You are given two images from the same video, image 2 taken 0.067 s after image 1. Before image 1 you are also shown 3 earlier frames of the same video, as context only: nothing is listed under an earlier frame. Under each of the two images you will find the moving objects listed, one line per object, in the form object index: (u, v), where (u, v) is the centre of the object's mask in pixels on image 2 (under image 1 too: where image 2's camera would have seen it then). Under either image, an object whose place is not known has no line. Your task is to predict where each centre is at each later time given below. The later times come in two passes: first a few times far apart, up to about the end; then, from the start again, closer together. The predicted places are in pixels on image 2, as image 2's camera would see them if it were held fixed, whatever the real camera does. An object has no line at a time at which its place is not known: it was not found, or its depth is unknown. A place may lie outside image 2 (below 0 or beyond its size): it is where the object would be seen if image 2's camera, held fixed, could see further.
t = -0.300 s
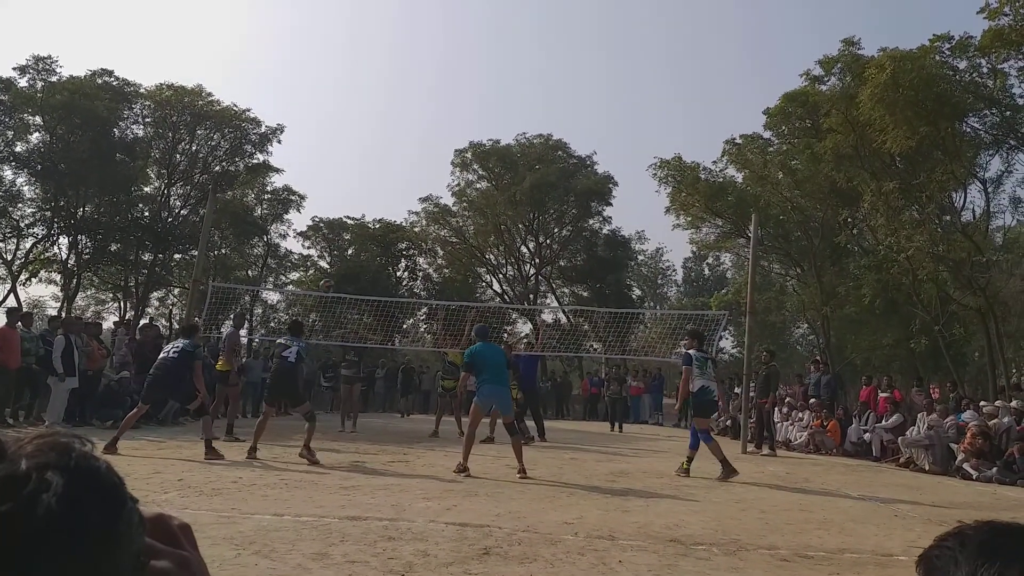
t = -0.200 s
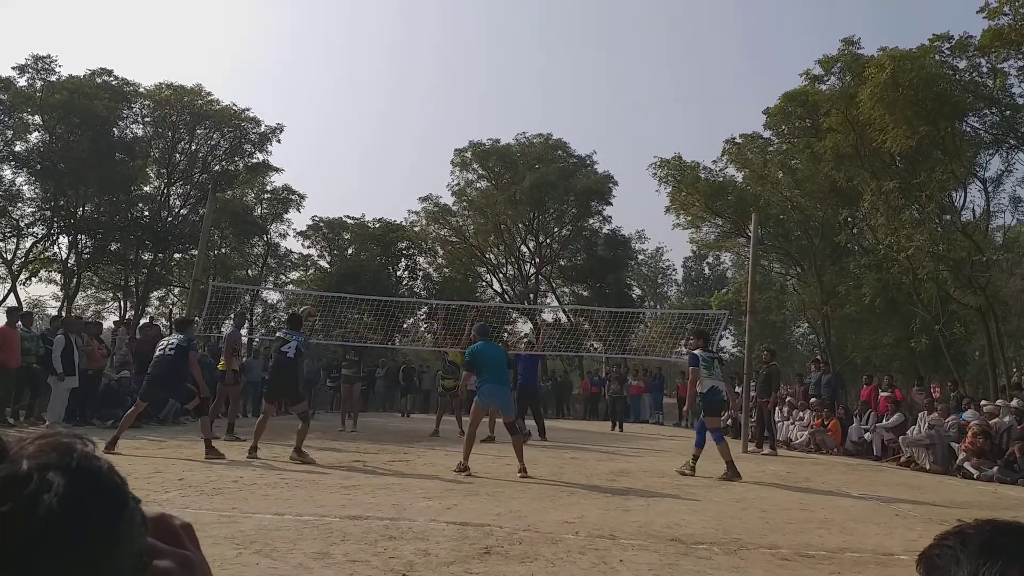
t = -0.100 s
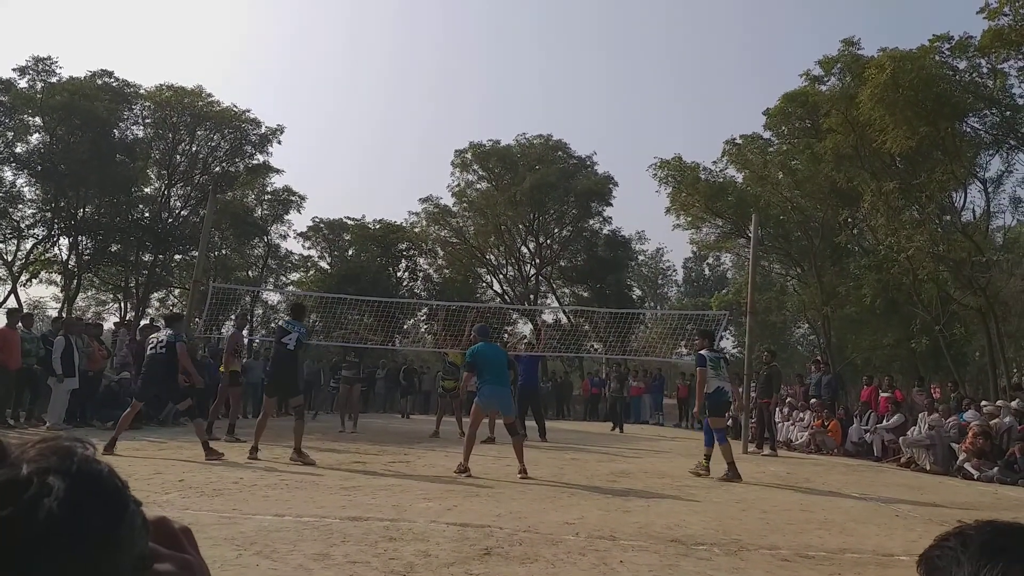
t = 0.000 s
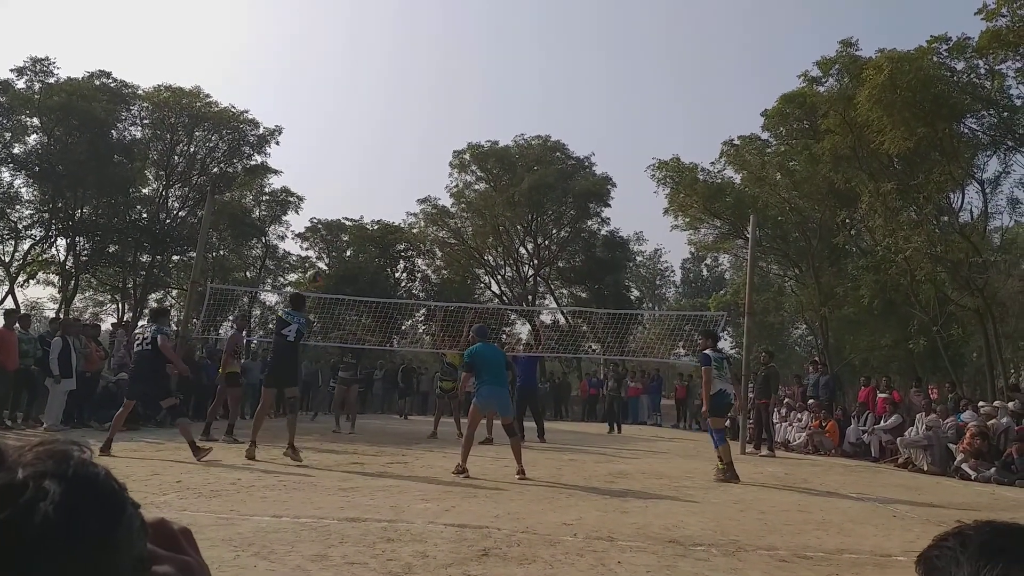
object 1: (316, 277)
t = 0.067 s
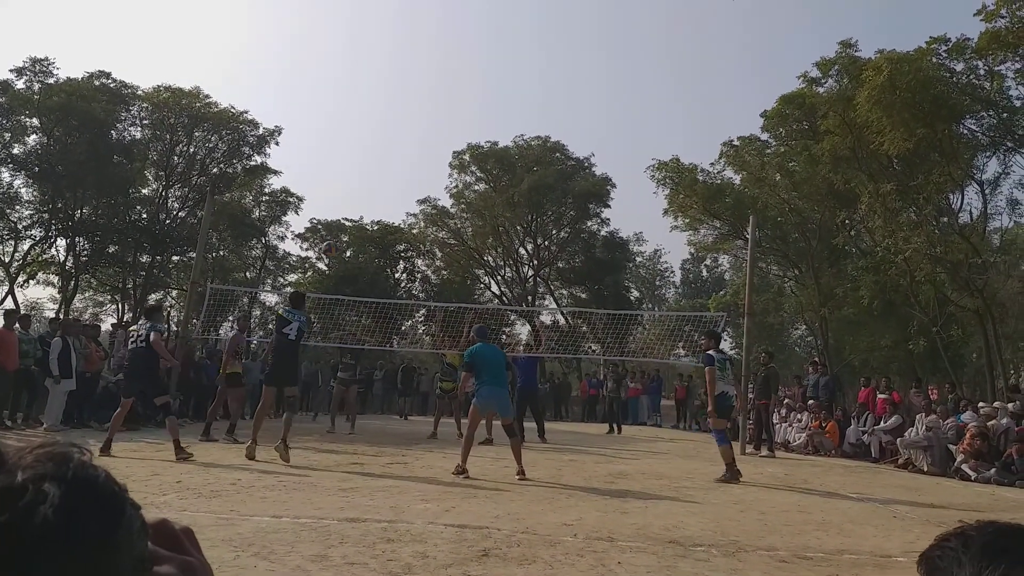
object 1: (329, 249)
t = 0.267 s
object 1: (368, 188)
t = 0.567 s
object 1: (415, 157)
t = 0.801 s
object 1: (445, 173)
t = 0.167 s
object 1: (350, 215)
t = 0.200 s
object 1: (356, 205)
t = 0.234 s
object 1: (362, 196)
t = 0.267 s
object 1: (368, 188)
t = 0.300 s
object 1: (374, 181)
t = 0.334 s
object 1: (380, 176)
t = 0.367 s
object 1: (385, 171)
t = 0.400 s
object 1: (390, 167)
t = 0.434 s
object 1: (396, 163)
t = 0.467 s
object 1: (400, 160)
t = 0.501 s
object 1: (405, 158)
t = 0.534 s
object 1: (410, 157)
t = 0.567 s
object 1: (415, 157)
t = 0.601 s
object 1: (420, 157)
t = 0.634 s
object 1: (424, 158)
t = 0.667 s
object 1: (428, 160)
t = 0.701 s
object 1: (432, 162)
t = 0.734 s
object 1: (437, 165)
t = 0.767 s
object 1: (441, 169)
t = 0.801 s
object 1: (445, 173)
